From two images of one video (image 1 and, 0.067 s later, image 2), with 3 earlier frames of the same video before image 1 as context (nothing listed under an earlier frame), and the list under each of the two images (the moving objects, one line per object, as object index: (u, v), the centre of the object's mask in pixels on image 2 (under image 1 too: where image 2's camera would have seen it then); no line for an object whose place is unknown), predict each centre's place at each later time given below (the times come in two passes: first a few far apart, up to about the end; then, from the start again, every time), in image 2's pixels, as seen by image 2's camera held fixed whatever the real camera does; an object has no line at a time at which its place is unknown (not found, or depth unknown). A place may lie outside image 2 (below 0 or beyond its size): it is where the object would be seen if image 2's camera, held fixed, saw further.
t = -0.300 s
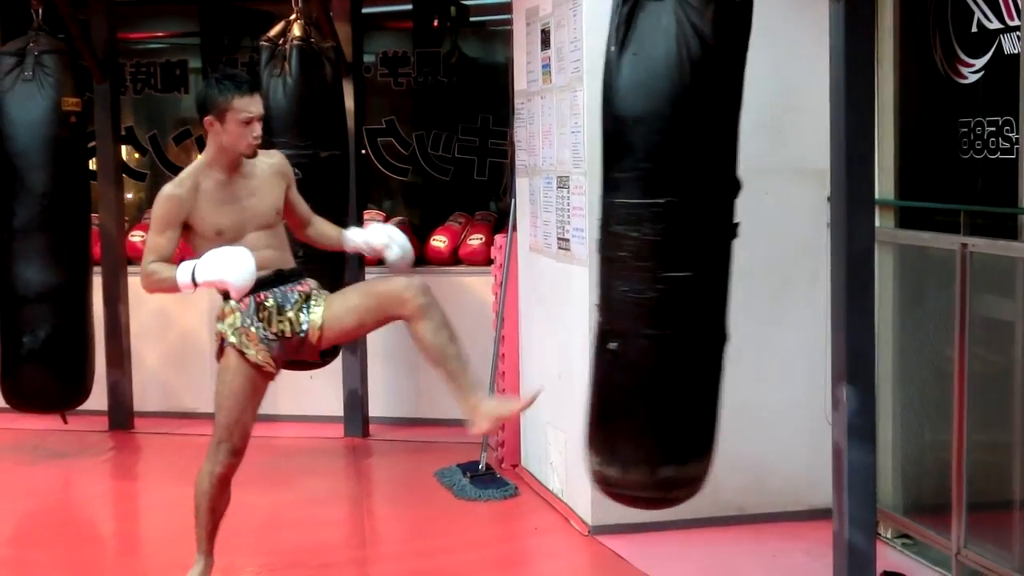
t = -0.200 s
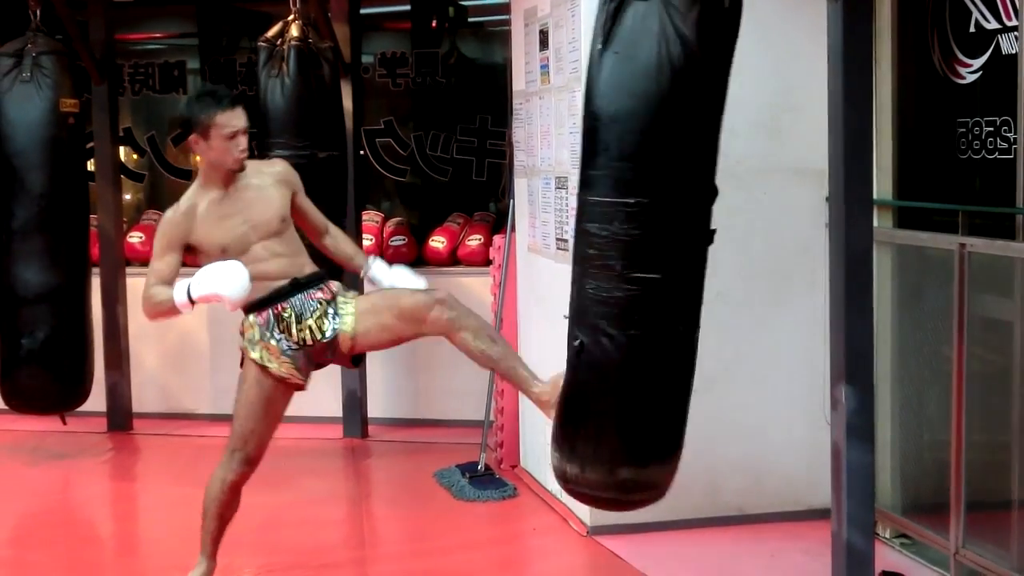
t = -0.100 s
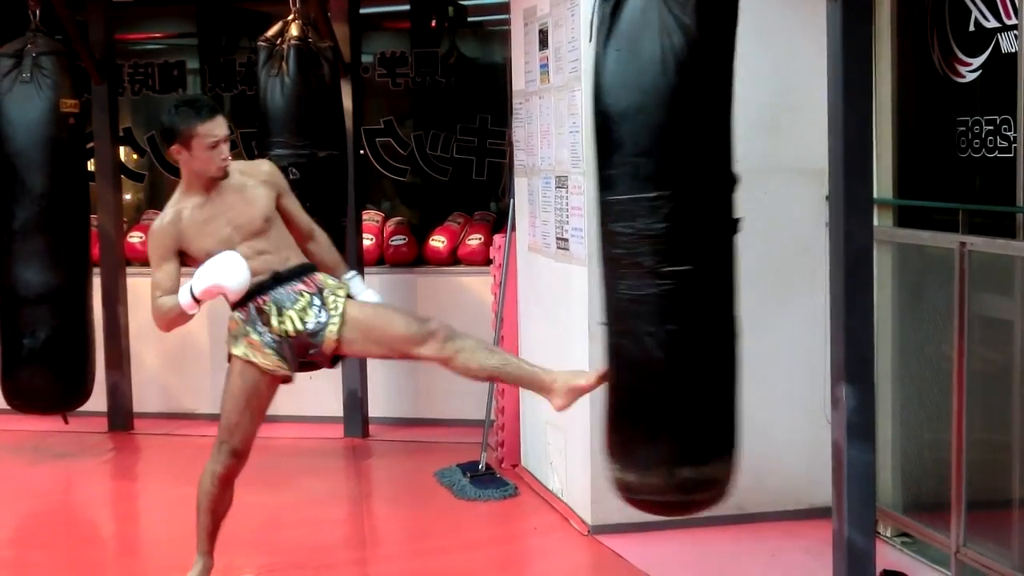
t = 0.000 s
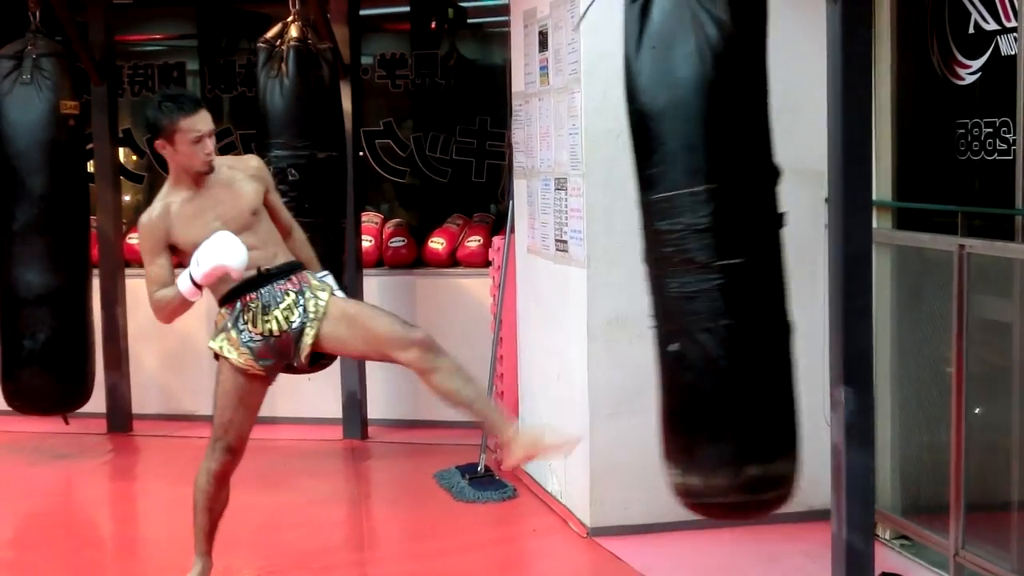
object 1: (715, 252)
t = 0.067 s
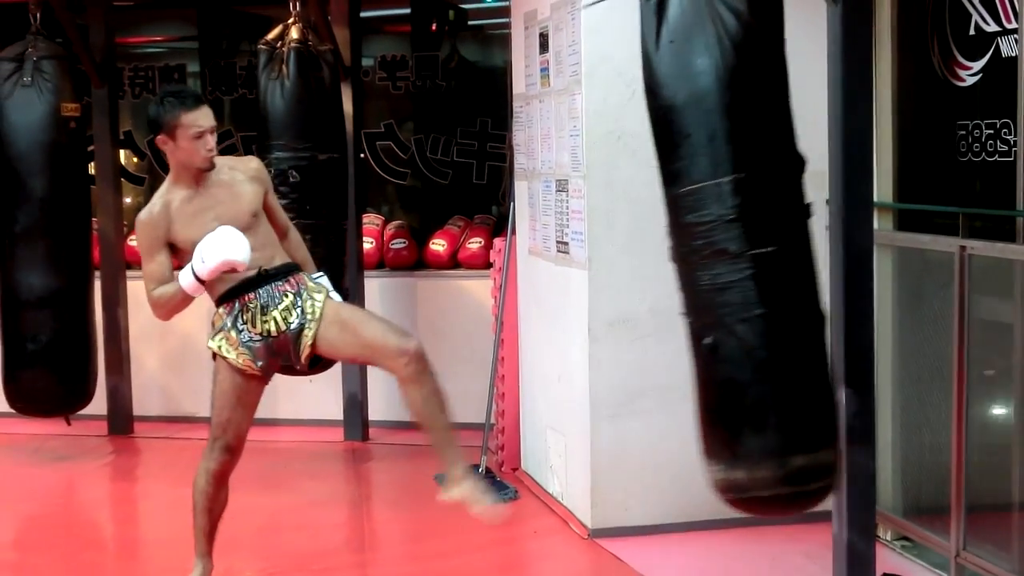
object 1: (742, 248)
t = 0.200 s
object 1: (786, 242)
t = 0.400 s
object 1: (819, 234)
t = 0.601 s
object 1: (800, 241)
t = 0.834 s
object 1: (721, 253)
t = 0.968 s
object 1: (664, 252)
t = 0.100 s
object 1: (759, 251)
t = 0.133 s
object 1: (769, 247)
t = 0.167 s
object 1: (776, 245)
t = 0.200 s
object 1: (786, 242)
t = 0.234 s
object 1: (794, 240)
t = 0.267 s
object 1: (802, 237)
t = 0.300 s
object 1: (808, 237)
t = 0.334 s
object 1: (813, 237)
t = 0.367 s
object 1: (817, 236)
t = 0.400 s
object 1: (819, 234)
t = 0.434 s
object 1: (819, 234)
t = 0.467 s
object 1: (817, 237)
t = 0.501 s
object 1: (815, 237)
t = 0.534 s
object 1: (811, 236)
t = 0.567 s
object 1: (805, 240)
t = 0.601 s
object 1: (800, 241)
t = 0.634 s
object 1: (792, 242)
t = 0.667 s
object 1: (781, 245)
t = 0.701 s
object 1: (770, 248)
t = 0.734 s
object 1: (762, 252)
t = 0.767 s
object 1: (746, 250)
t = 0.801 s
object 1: (733, 252)
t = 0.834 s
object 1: (721, 253)
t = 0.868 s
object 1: (707, 254)
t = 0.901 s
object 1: (692, 254)
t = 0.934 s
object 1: (678, 252)
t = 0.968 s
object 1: (664, 252)
